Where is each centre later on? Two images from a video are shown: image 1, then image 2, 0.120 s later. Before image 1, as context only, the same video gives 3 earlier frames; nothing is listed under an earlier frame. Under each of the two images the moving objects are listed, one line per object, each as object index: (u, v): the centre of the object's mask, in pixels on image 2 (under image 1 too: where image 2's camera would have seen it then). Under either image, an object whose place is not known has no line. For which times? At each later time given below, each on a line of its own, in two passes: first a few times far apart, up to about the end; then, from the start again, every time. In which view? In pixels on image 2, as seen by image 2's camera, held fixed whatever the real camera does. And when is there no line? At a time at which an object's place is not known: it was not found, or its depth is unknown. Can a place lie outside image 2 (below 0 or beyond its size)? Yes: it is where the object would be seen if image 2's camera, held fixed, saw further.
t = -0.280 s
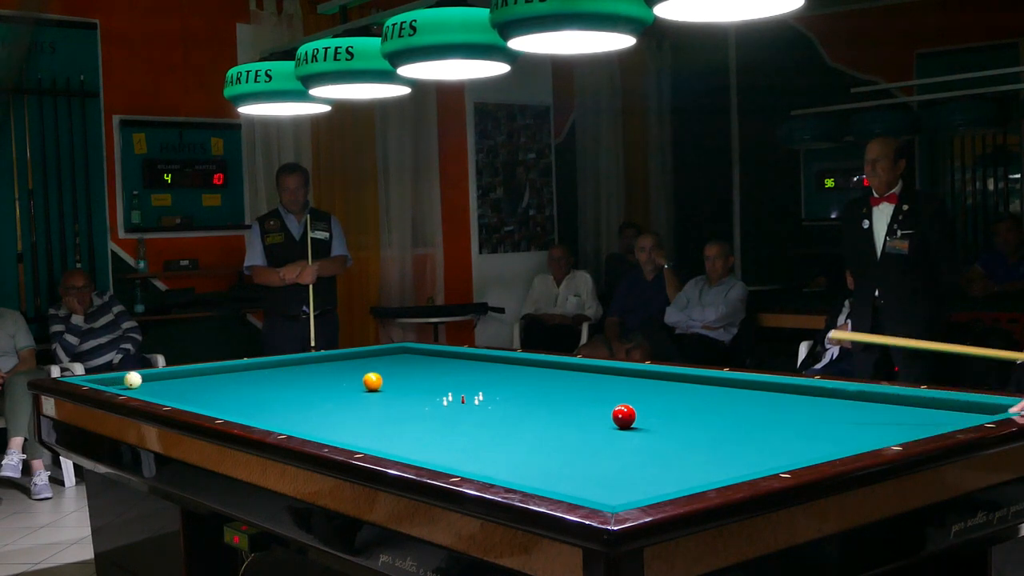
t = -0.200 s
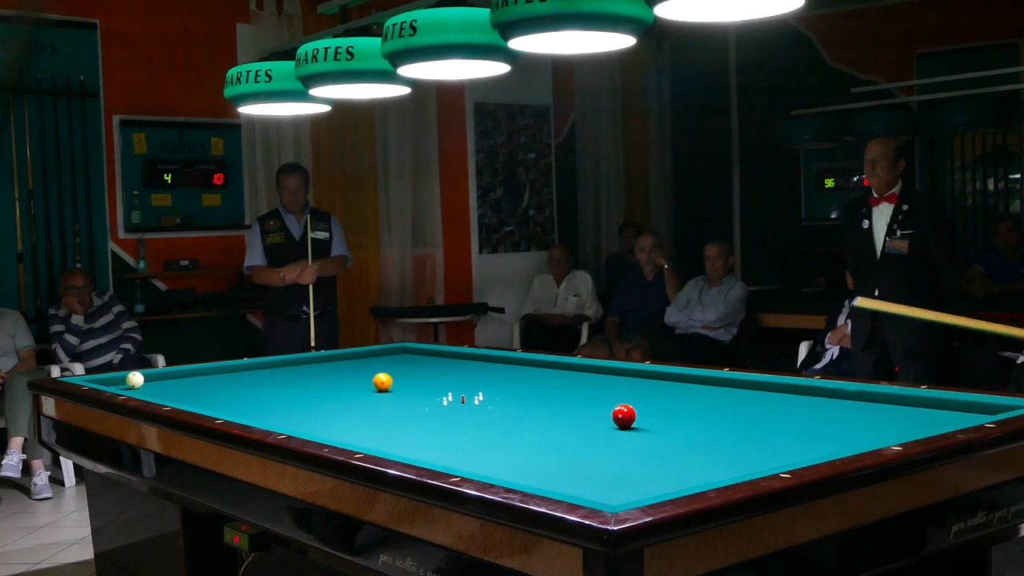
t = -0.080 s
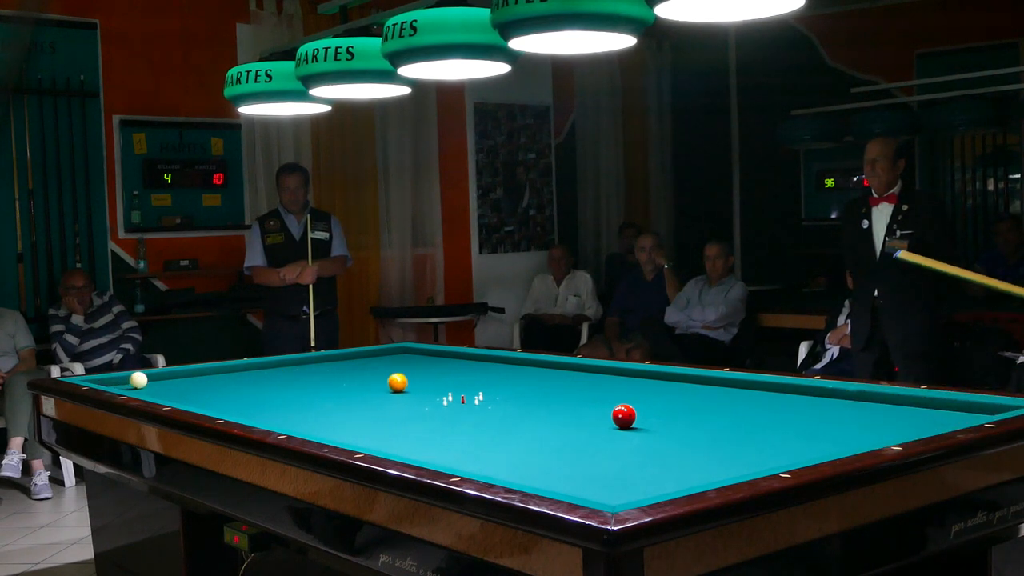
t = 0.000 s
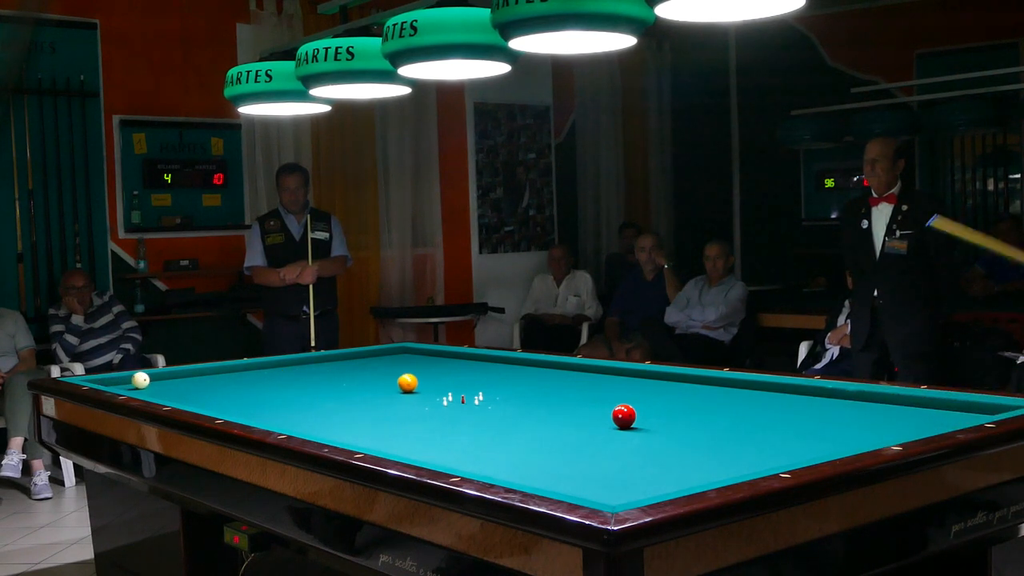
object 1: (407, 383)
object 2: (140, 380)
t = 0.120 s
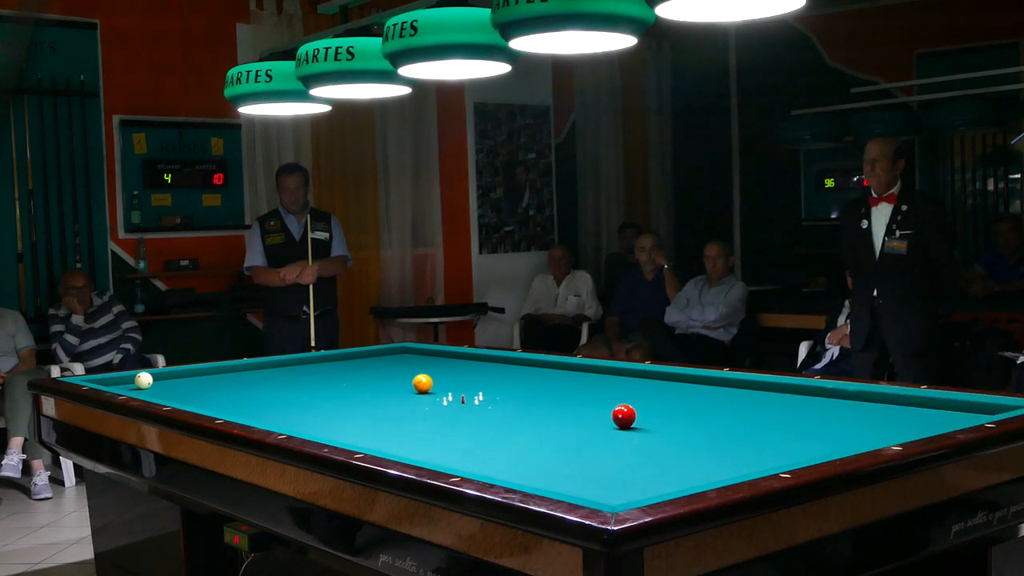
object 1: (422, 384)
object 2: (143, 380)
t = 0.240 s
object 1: (437, 384)
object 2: (146, 380)
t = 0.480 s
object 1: (468, 385)
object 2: (152, 380)
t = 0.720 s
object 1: (498, 386)
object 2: (157, 381)
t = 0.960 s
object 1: (528, 387)
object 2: (161, 381)
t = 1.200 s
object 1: (558, 388)
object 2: (165, 381)
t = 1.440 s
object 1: (589, 389)
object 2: (168, 381)
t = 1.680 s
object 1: (620, 390)
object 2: (170, 381)
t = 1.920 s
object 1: (650, 391)
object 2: (172, 381)
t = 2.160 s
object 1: (681, 393)
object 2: (173, 381)
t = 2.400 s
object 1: (711, 394)
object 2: (174, 381)
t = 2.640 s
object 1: (740, 395)
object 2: (174, 381)
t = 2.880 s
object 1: (770, 396)
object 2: (174, 381)
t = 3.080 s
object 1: (795, 397)
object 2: (174, 381)
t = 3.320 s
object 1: (824, 398)
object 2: (174, 381)
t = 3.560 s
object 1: (853, 399)
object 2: (174, 381)
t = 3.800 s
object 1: (882, 400)
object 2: (174, 381)
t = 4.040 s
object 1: (911, 401)
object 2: (174, 381)
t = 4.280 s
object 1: (939, 402)
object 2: (174, 381)
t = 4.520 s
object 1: (958, 404)
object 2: (174, 381)
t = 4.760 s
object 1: (973, 407)
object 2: (174, 381)
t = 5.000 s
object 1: (988, 407)
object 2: (174, 381)
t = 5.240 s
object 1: (1002, 407)
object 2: (174, 381)
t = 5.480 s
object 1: (997, 408)
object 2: (174, 381)
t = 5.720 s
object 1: (987, 409)
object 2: (174, 381)
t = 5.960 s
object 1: (978, 409)
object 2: (174, 381)
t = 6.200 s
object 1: (969, 410)
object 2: (174, 381)
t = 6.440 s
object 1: (962, 410)
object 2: (174, 381)
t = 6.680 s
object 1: (956, 410)
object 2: (174, 381)
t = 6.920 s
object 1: (951, 410)
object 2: (174, 381)
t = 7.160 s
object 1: (947, 409)
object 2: (174, 381)
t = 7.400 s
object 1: (944, 409)
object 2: (174, 381)
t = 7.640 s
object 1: (942, 409)
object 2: (174, 381)
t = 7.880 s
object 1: (941, 409)
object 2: (174, 381)
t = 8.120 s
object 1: (941, 409)
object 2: (174, 381)
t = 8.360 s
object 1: (941, 409)
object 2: (174, 381)
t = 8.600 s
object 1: (941, 409)
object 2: (174, 381)
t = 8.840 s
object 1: (941, 409)
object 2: (174, 381)
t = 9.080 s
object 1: (941, 409)
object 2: (174, 381)
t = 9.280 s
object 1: (941, 409)
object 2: (174, 381)
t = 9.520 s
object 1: (941, 409)
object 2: (174, 381)
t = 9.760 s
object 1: (941, 409)
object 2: (174, 381)
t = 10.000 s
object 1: (941, 409)
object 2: (174, 381)
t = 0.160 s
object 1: (427, 384)
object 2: (144, 380)
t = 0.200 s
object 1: (432, 384)
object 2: (145, 380)
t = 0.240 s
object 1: (437, 384)
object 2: (146, 380)
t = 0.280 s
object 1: (442, 384)
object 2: (147, 380)
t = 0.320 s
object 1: (447, 384)
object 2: (148, 380)
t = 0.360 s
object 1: (452, 385)
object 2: (149, 380)
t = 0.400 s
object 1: (457, 385)
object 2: (150, 380)
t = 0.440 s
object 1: (462, 385)
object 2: (151, 380)
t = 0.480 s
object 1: (468, 385)
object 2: (152, 380)
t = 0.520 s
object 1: (472, 385)
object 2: (153, 380)
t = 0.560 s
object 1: (477, 386)
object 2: (154, 380)
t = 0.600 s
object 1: (483, 386)
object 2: (155, 380)
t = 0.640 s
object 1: (488, 386)
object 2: (155, 380)
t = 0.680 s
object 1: (493, 386)
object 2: (156, 381)
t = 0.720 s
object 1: (498, 386)
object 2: (157, 381)
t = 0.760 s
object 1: (503, 387)
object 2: (158, 380)
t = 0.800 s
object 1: (508, 387)
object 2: (158, 381)
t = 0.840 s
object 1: (513, 387)
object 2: (159, 381)
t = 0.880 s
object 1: (518, 387)
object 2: (160, 381)
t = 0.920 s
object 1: (523, 387)
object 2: (160, 381)
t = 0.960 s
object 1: (528, 387)
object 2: (161, 381)
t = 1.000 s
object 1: (533, 388)
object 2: (162, 381)
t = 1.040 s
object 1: (538, 388)
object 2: (162, 381)
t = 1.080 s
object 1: (543, 388)
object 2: (163, 381)
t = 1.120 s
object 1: (548, 388)
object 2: (164, 381)
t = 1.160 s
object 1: (554, 388)
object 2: (164, 381)
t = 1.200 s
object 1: (558, 388)
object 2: (165, 381)
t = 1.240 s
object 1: (564, 389)
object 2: (165, 381)
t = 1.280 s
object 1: (569, 389)
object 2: (166, 381)
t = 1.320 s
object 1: (574, 389)
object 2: (166, 381)
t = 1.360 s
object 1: (579, 389)
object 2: (167, 381)
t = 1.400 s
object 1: (584, 389)
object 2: (167, 381)
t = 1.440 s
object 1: (589, 389)
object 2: (168, 381)
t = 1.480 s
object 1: (594, 390)
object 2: (168, 381)
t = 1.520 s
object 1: (599, 390)
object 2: (169, 381)
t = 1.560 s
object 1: (604, 390)
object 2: (169, 381)
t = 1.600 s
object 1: (609, 390)
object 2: (169, 381)
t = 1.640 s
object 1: (614, 390)
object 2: (170, 381)
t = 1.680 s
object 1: (620, 390)
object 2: (170, 381)
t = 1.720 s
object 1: (625, 391)
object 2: (171, 381)
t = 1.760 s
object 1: (630, 391)
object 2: (171, 381)
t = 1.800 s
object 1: (635, 391)
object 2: (171, 381)
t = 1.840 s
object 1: (640, 391)
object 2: (171, 381)
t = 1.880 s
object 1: (645, 391)
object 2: (172, 381)
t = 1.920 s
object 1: (650, 391)
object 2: (172, 381)
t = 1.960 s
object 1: (655, 392)
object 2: (172, 381)
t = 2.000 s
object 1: (660, 392)
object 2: (172, 381)
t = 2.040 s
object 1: (665, 392)
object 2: (172, 381)
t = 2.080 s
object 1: (671, 392)
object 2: (173, 381)
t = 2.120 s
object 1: (675, 392)
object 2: (173, 381)
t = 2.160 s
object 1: (681, 393)
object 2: (173, 381)
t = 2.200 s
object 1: (686, 393)
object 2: (173, 381)
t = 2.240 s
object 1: (690, 393)
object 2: (173, 381)
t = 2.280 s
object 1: (695, 393)
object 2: (174, 381)
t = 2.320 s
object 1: (700, 393)
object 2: (174, 381)
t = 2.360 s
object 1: (705, 394)
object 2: (174, 381)
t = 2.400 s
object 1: (711, 394)
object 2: (174, 381)
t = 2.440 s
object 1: (715, 394)
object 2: (174, 381)
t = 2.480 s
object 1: (720, 394)
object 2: (174, 381)
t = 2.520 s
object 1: (725, 394)
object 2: (174, 381)
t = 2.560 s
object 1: (730, 395)
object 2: (174, 381)
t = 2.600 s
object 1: (735, 395)
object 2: (174, 381)
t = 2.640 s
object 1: (740, 395)
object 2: (174, 381)
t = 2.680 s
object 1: (745, 395)
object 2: (174, 381)
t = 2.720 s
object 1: (750, 395)
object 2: (174, 381)
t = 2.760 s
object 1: (755, 396)
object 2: (174, 381)
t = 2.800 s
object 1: (760, 396)
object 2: (174, 381)
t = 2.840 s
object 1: (765, 396)
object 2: (174, 381)
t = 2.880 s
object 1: (770, 396)
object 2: (174, 381)
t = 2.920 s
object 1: (775, 396)
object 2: (174, 381)
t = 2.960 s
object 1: (780, 396)
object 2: (174, 381)
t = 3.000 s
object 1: (785, 396)
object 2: (174, 381)
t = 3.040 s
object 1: (790, 397)
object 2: (174, 381)
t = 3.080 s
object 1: (795, 397)
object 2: (174, 381)
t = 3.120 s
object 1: (800, 397)
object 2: (174, 381)
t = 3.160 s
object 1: (804, 397)
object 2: (174, 381)
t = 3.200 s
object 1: (809, 397)
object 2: (174, 381)
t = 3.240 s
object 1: (814, 398)
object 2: (174, 381)
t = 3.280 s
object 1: (819, 398)
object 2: (174, 381)
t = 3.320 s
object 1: (824, 398)
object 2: (174, 381)
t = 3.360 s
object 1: (829, 398)
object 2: (174, 381)
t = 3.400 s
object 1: (834, 398)
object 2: (174, 381)
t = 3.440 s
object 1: (839, 398)
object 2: (174, 381)
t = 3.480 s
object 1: (844, 399)
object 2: (174, 381)
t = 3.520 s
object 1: (848, 399)
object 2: (174, 381)
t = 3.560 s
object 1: (853, 399)
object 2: (174, 381)
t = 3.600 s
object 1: (858, 399)
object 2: (174, 381)
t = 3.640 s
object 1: (863, 399)
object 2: (174, 381)
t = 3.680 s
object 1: (868, 399)
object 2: (174, 381)
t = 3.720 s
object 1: (873, 400)
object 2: (174, 381)
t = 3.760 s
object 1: (877, 400)
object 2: (174, 381)
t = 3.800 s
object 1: (882, 400)
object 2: (174, 381)
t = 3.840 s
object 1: (887, 400)
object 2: (174, 381)
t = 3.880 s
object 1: (892, 400)
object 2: (174, 381)
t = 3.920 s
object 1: (896, 401)
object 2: (174, 381)
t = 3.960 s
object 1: (901, 401)
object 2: (174, 381)
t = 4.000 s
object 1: (906, 401)
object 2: (174, 381)
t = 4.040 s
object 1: (911, 401)
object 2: (174, 381)
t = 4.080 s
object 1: (916, 401)
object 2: (174, 381)
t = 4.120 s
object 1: (920, 401)
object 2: (174, 381)
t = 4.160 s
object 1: (925, 402)
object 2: (174, 381)
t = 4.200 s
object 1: (930, 402)
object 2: (174, 381)
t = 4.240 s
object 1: (934, 402)
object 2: (174, 381)
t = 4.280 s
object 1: (939, 402)
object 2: (174, 381)
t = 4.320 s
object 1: (944, 402)
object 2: (174, 381)
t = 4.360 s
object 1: (947, 403)
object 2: (174, 381)
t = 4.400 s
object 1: (950, 403)
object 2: (174, 381)
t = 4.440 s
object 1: (952, 404)
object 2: (174, 381)
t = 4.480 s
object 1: (955, 404)
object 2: (174, 381)
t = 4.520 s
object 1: (958, 404)
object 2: (174, 381)
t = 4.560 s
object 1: (960, 405)
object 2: (174, 381)
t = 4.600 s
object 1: (963, 405)
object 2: (174, 381)
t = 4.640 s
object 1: (965, 405)
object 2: (174, 381)
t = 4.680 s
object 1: (968, 406)
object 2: (174, 381)
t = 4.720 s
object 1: (971, 406)
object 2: (174, 381)
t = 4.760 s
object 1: (973, 407)
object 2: (174, 381)
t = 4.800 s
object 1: (976, 407)
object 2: (174, 381)
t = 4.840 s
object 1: (978, 407)
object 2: (174, 381)
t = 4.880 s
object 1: (981, 407)
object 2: (174, 381)
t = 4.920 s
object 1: (983, 407)
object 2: (174, 381)
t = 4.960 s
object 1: (986, 407)
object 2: (174, 381)
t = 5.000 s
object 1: (988, 407)
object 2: (174, 381)
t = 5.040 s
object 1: (990, 407)
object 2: (174, 381)
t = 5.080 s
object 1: (993, 407)
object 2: (174, 381)
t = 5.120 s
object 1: (995, 407)
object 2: (174, 381)
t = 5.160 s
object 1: (998, 407)
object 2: (174, 381)
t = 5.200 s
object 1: (1000, 407)
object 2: (174, 381)
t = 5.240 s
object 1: (1002, 407)
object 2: (174, 381)
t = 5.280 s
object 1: (1005, 407)
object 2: (174, 381)
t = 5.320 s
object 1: (1004, 407)
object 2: (174, 381)
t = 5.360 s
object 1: (1002, 408)
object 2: (174, 381)
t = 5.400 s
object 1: (1000, 408)
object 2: (174, 381)
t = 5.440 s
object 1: (999, 408)
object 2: (174, 381)
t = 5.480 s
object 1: (997, 408)
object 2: (174, 381)
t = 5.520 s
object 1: (995, 408)
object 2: (174, 381)
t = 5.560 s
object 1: (993, 408)
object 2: (174, 381)
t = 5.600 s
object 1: (991, 408)
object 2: (174, 381)
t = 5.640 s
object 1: (990, 408)
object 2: (174, 381)
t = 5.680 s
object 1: (988, 409)
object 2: (174, 381)
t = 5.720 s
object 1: (987, 409)
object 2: (174, 381)
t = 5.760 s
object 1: (985, 409)
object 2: (174, 381)
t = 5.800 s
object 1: (984, 409)
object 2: (174, 381)
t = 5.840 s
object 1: (982, 409)
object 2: (174, 381)
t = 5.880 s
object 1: (980, 409)
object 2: (174, 381)
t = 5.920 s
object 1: (979, 409)
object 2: (174, 381)
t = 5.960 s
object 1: (978, 409)
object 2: (174, 381)
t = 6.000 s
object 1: (976, 409)
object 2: (174, 381)
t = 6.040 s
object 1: (974, 409)
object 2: (174, 381)
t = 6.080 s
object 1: (973, 410)
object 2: (174, 381)
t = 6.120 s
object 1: (972, 410)
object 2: (174, 381)
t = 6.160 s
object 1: (971, 410)
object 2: (174, 381)
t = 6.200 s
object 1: (969, 410)
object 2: (174, 381)
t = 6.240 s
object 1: (968, 410)
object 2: (174, 381)
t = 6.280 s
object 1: (966, 410)
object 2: (174, 381)
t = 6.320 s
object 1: (965, 410)
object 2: (174, 381)
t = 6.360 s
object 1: (964, 410)
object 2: (174, 381)
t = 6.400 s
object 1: (963, 410)
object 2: (174, 381)
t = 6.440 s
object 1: (962, 410)
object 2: (174, 381)
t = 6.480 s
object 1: (961, 410)
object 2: (174, 381)
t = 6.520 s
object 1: (960, 410)
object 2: (174, 381)
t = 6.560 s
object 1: (959, 410)
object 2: (174, 381)
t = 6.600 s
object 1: (958, 410)
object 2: (174, 381)
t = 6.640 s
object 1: (957, 410)
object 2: (174, 381)
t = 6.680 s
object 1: (956, 410)
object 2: (174, 381)
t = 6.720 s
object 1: (955, 410)
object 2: (174, 381)
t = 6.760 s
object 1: (954, 410)
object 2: (174, 381)
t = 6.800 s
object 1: (954, 410)
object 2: (174, 381)
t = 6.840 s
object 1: (953, 410)
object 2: (174, 381)
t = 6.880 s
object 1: (952, 410)
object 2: (174, 381)
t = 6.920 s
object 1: (951, 410)
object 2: (174, 381)
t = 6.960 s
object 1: (950, 410)
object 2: (174, 381)
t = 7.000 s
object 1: (950, 410)
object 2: (174, 381)
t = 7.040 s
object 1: (949, 410)
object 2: (174, 381)
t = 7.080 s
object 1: (949, 410)
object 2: (174, 381)
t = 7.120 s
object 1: (948, 410)
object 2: (174, 381)
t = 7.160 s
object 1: (947, 409)
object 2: (174, 381)
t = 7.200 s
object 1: (947, 409)
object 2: (174, 381)
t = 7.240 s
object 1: (946, 409)
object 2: (174, 381)
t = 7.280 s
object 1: (946, 410)
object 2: (174, 381)
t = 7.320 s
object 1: (945, 409)
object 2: (174, 381)
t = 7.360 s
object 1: (945, 409)
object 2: (174, 381)
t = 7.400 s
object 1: (944, 409)
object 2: (174, 381)
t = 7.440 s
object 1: (944, 409)
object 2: (174, 381)
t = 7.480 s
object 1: (943, 409)
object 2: (174, 381)
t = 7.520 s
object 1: (943, 409)
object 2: (174, 381)
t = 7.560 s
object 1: (943, 409)
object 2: (174, 381)
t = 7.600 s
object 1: (942, 409)
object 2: (174, 381)
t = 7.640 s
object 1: (942, 409)
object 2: (174, 381)
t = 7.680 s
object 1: (942, 409)
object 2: (174, 381)
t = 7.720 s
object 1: (942, 409)
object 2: (174, 381)
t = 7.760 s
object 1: (941, 409)
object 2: (174, 381)
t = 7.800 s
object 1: (941, 409)
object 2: (174, 381)
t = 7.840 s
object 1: (941, 409)
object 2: (174, 381)
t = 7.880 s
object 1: (941, 409)
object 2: (174, 381)
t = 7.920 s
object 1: (941, 409)
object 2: (174, 381)
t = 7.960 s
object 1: (941, 409)
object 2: (174, 381)
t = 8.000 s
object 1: (941, 409)
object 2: (174, 381)
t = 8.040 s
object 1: (941, 409)
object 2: (174, 381)
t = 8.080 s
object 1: (941, 409)
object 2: (174, 381)
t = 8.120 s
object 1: (941, 409)
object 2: (174, 381)
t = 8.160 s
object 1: (941, 409)
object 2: (174, 381)
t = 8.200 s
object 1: (941, 409)
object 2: (174, 381)
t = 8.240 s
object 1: (941, 409)
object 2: (174, 381)
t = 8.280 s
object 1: (941, 409)
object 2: (174, 381)
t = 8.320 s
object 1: (941, 409)
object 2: (174, 381)
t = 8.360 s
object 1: (941, 409)
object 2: (174, 381)
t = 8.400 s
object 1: (941, 409)
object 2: (174, 381)
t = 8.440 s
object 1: (941, 409)
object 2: (174, 381)
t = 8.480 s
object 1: (941, 409)
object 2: (174, 381)
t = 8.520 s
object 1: (941, 409)
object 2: (174, 381)
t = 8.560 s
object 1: (941, 409)
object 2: (174, 381)
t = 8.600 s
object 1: (941, 409)
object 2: (174, 381)
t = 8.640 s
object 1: (941, 409)
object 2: (174, 381)
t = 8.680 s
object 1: (941, 409)
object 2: (174, 381)
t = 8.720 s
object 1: (941, 409)
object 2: (174, 381)
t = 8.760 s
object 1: (941, 409)
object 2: (174, 381)
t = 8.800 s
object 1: (941, 409)
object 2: (174, 381)
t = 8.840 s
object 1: (941, 409)
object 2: (174, 381)
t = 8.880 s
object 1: (941, 409)
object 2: (174, 381)
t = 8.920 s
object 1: (941, 409)
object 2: (174, 381)
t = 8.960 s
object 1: (941, 409)
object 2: (174, 381)
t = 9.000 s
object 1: (941, 409)
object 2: (174, 381)
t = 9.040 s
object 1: (941, 409)
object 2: (174, 381)
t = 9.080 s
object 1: (941, 409)
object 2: (174, 381)
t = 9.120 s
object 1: (941, 409)
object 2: (174, 381)
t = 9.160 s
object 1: (941, 409)
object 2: (174, 381)
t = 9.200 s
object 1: (941, 409)
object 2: (174, 381)
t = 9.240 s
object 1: (941, 409)
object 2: (174, 381)
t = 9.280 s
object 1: (941, 409)
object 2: (174, 381)
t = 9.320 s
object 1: (941, 409)
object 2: (174, 381)
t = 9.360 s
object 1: (941, 409)
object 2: (174, 381)
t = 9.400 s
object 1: (941, 409)
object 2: (174, 381)
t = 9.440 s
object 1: (941, 409)
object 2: (174, 381)
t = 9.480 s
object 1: (941, 409)
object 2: (174, 381)
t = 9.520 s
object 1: (941, 409)
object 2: (174, 381)
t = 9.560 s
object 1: (941, 408)
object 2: (174, 381)
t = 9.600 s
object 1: (941, 408)
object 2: (174, 381)
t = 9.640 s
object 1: (941, 408)
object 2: (174, 381)
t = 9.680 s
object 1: (941, 409)
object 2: (174, 381)
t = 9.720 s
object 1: (941, 409)
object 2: (174, 381)
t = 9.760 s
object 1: (941, 409)
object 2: (174, 381)
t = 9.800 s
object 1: (941, 409)
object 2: (174, 381)
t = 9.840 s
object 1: (942, 409)
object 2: (174, 381)
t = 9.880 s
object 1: (941, 409)
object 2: (174, 381)
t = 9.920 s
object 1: (941, 409)
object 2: (174, 381)
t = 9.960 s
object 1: (941, 409)
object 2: (174, 381)
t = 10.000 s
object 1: (941, 409)
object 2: (174, 381)
